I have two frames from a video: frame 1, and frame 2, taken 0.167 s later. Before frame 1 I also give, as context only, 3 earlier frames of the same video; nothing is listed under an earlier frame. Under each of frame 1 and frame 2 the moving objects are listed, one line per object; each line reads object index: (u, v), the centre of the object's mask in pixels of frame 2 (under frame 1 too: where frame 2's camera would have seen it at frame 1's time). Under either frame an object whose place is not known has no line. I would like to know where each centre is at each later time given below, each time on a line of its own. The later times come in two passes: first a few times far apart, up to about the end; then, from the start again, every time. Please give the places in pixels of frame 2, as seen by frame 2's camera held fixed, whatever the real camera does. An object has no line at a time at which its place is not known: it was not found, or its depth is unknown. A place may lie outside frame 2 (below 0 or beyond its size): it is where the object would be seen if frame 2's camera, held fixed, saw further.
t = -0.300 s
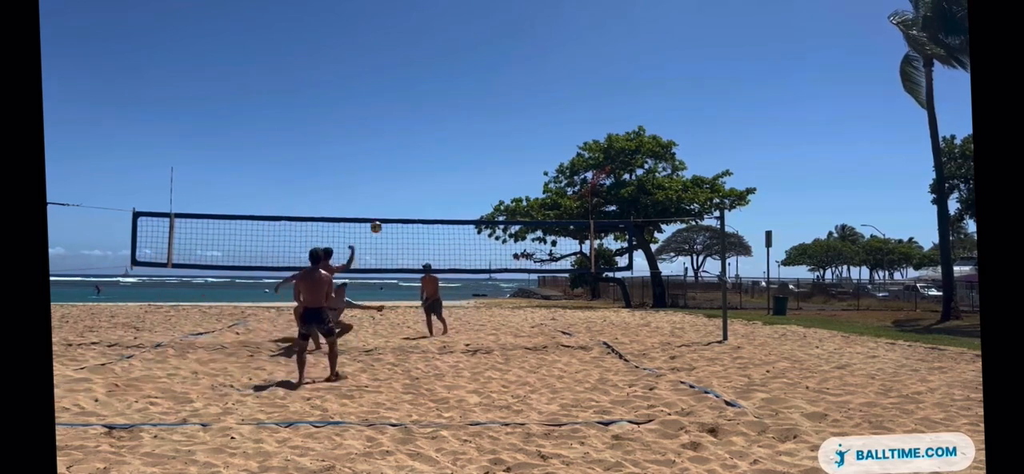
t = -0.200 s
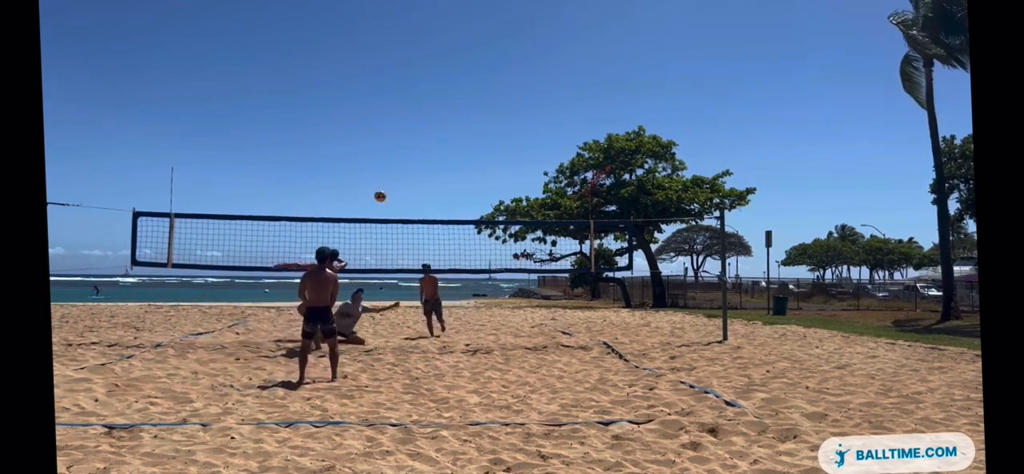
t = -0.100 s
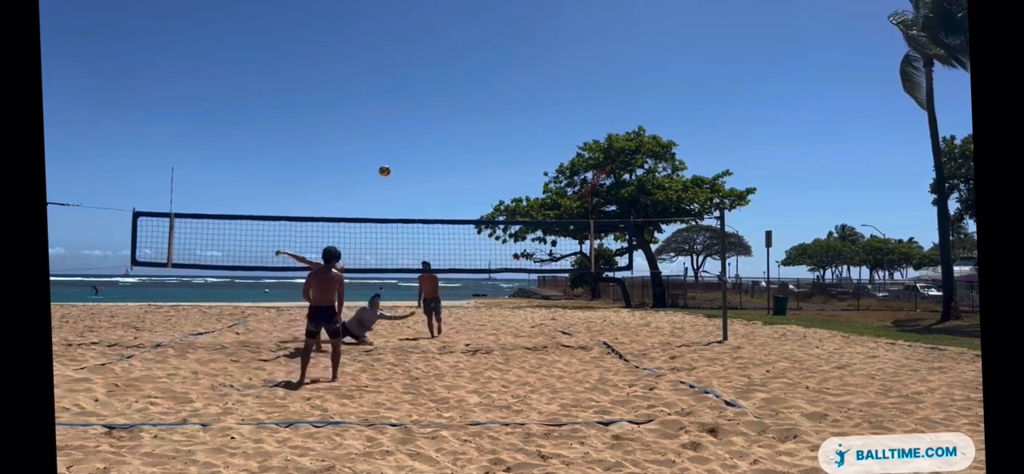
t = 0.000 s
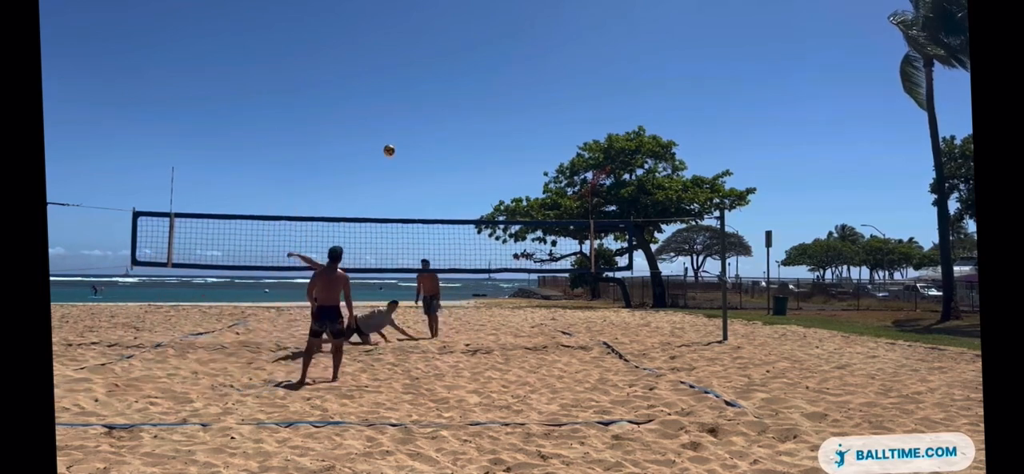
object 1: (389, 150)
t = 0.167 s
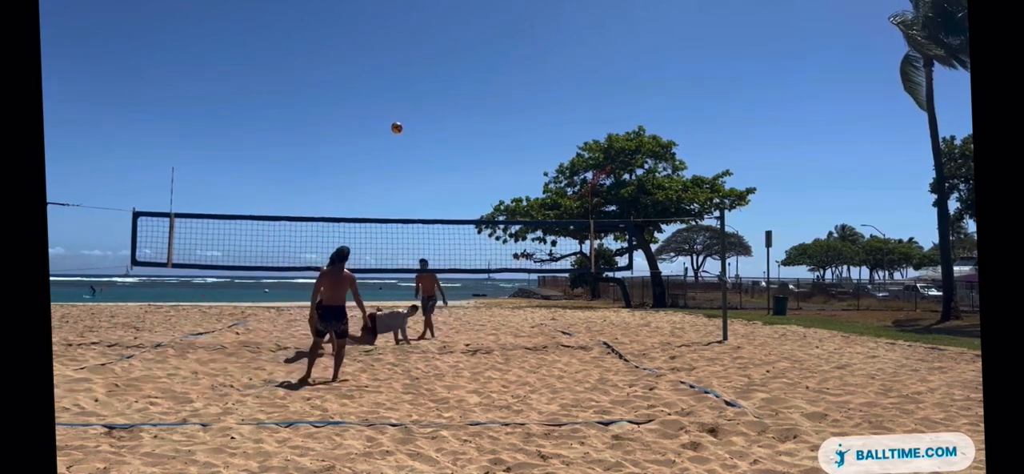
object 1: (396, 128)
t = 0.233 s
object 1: (400, 122)
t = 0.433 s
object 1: (409, 120)
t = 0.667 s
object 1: (419, 140)
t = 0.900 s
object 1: (429, 185)
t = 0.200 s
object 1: (398, 124)
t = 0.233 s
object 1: (400, 122)
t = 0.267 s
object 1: (401, 121)
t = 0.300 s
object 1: (403, 119)
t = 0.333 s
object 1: (404, 119)
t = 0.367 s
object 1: (406, 119)
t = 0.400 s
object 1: (407, 119)
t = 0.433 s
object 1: (409, 120)
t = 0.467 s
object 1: (410, 121)
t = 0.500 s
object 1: (412, 123)
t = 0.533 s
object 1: (413, 125)
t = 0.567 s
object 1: (415, 128)
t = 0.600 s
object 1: (417, 131)
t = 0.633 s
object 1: (418, 135)
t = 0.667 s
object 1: (419, 140)
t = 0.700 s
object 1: (421, 145)
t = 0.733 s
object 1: (422, 150)
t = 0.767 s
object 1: (424, 156)
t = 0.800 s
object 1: (425, 163)
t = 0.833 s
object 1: (426, 170)
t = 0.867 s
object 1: (428, 177)
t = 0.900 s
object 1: (429, 185)
